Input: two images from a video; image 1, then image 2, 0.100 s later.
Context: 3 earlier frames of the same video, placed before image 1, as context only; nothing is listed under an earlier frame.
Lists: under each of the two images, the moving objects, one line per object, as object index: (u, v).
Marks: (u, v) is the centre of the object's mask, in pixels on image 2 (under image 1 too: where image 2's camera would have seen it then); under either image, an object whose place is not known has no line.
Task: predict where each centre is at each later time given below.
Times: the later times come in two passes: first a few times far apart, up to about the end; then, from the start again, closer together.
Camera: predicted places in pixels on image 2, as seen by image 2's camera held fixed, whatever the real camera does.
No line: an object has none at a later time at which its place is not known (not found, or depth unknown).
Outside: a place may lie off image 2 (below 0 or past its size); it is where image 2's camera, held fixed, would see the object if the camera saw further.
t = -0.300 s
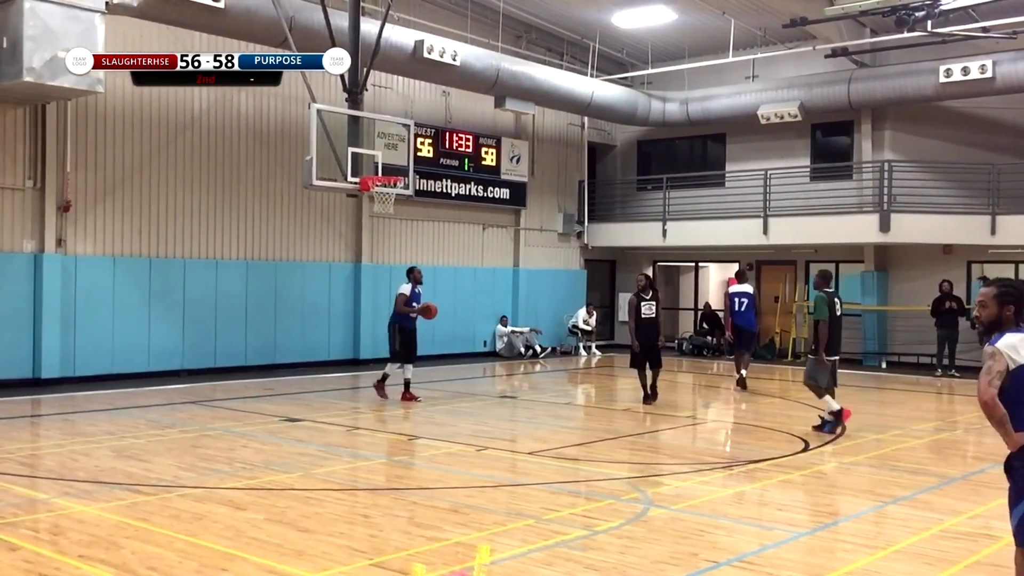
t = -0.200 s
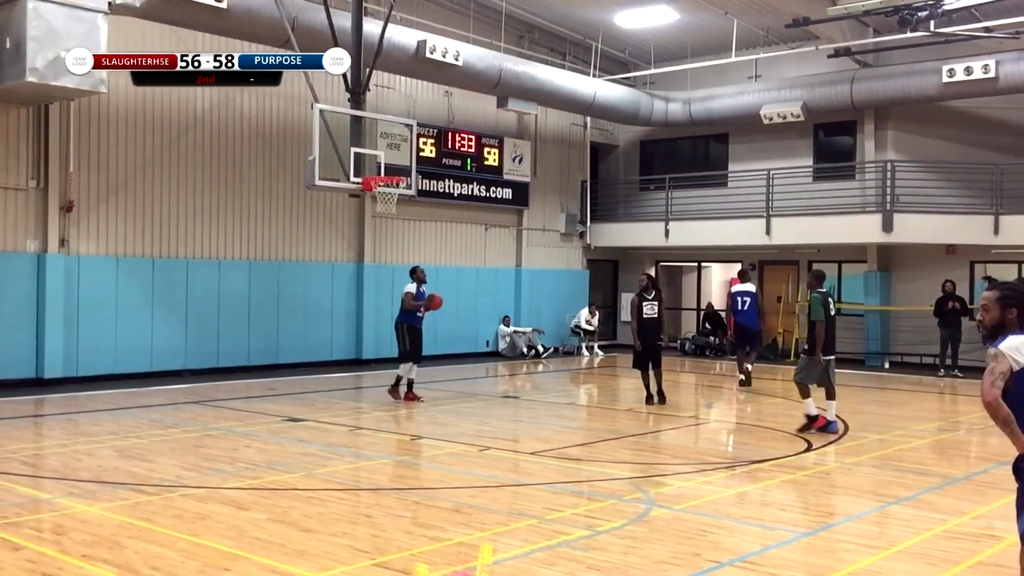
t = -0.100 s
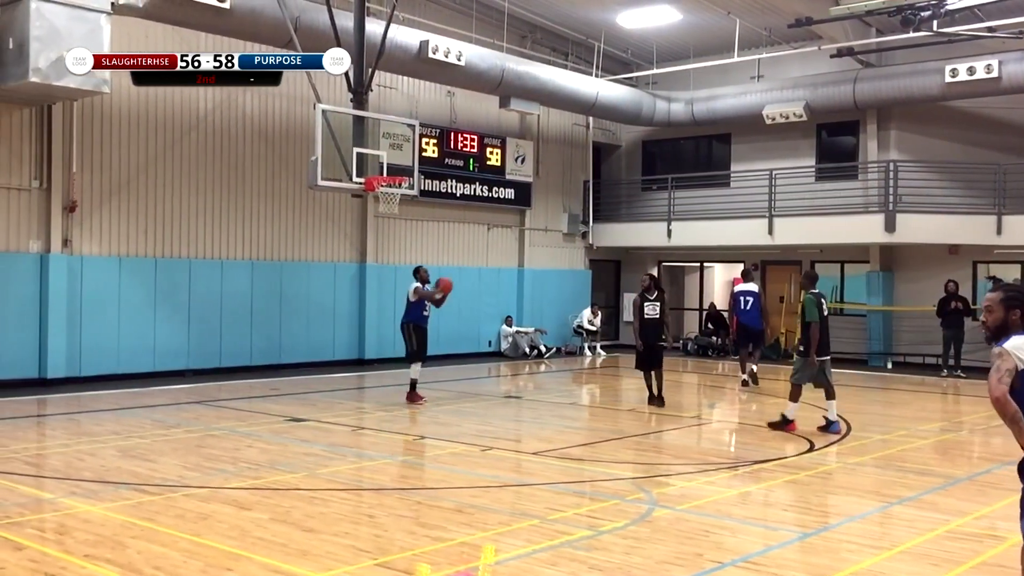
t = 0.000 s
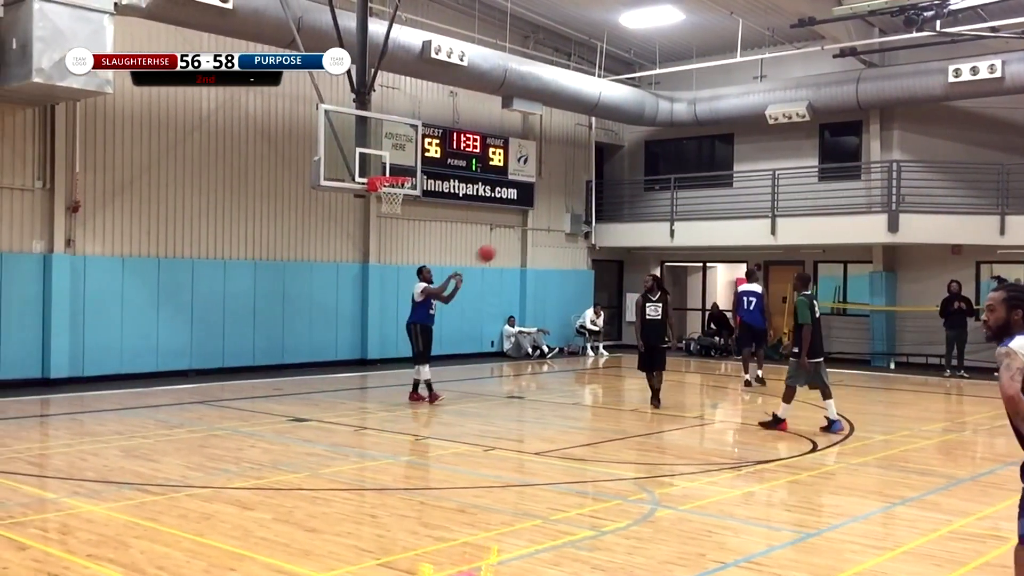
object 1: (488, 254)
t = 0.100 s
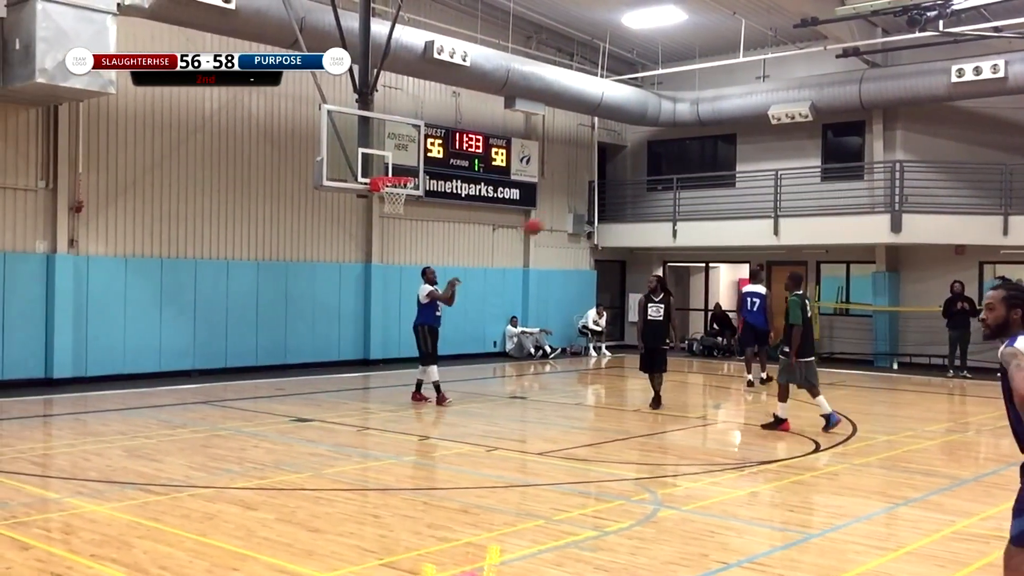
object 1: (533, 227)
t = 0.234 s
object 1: (594, 200)
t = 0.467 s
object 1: (700, 184)
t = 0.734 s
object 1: (823, 217)
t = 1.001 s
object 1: (947, 305)
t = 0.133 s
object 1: (548, 219)
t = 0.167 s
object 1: (563, 212)
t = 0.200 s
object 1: (578, 205)
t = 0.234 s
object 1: (594, 200)
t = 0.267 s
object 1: (609, 196)
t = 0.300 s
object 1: (623, 192)
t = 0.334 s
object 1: (638, 188)
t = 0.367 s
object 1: (653, 186)
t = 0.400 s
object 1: (669, 185)
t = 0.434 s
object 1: (685, 184)
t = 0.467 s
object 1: (700, 184)
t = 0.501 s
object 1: (715, 185)
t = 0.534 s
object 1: (730, 187)
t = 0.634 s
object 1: (775, 198)
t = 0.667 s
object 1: (791, 204)
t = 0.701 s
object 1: (807, 211)
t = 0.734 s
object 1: (823, 217)
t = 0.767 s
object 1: (838, 225)
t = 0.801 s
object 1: (853, 233)
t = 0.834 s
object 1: (869, 243)
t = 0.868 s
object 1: (886, 254)
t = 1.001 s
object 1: (947, 305)
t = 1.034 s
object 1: (962, 319)
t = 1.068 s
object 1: (978, 334)
